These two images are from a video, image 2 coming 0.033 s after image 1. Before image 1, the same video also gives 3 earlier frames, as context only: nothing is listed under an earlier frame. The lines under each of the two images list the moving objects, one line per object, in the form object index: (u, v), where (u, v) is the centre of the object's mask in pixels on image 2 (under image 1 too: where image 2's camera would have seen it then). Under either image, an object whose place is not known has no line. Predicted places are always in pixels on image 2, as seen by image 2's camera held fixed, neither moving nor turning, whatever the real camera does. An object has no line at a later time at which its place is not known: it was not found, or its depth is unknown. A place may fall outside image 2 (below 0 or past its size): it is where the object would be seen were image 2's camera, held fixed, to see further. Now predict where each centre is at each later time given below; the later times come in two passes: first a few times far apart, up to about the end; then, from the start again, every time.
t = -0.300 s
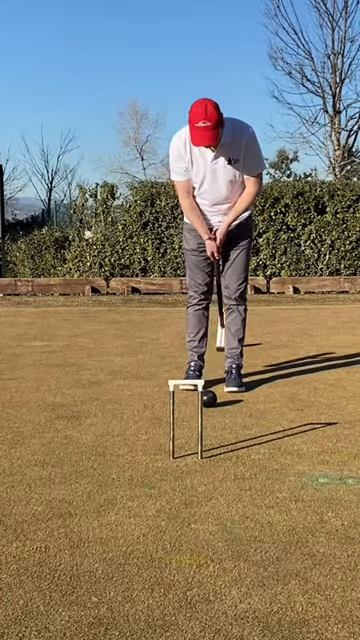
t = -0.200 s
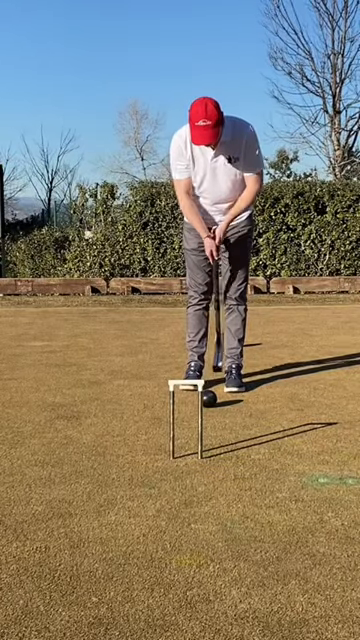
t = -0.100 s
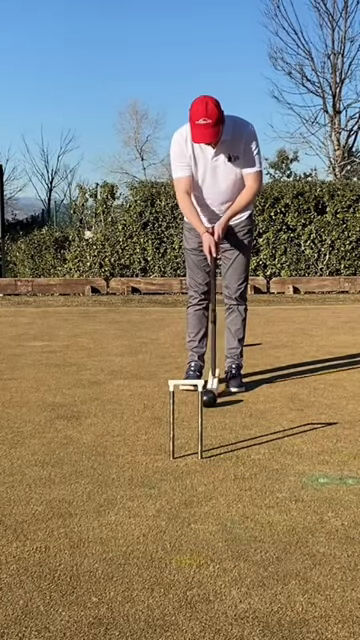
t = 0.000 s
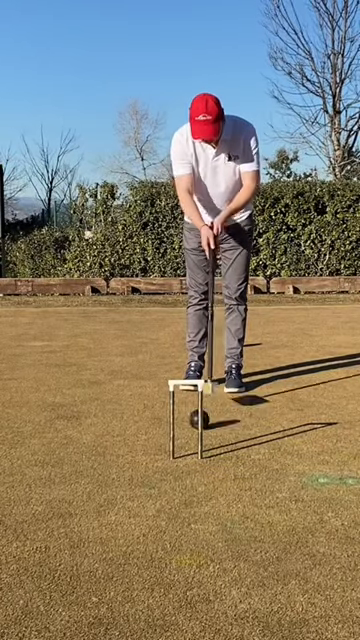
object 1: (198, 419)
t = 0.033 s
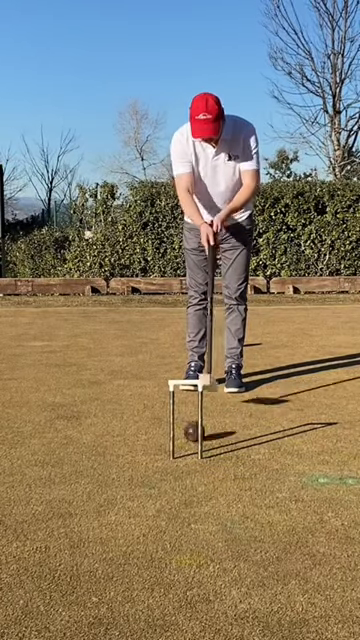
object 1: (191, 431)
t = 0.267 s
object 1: (225, 524)
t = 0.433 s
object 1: (281, 629)
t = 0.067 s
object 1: (188, 443)
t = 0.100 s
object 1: (190, 454)
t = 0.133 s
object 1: (195, 464)
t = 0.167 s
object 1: (203, 479)
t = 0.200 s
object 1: (210, 494)
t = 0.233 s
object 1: (217, 509)
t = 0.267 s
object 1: (225, 524)
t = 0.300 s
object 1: (234, 543)
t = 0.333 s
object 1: (244, 562)
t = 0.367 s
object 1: (255, 584)
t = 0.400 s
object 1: (267, 609)
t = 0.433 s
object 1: (281, 629)
